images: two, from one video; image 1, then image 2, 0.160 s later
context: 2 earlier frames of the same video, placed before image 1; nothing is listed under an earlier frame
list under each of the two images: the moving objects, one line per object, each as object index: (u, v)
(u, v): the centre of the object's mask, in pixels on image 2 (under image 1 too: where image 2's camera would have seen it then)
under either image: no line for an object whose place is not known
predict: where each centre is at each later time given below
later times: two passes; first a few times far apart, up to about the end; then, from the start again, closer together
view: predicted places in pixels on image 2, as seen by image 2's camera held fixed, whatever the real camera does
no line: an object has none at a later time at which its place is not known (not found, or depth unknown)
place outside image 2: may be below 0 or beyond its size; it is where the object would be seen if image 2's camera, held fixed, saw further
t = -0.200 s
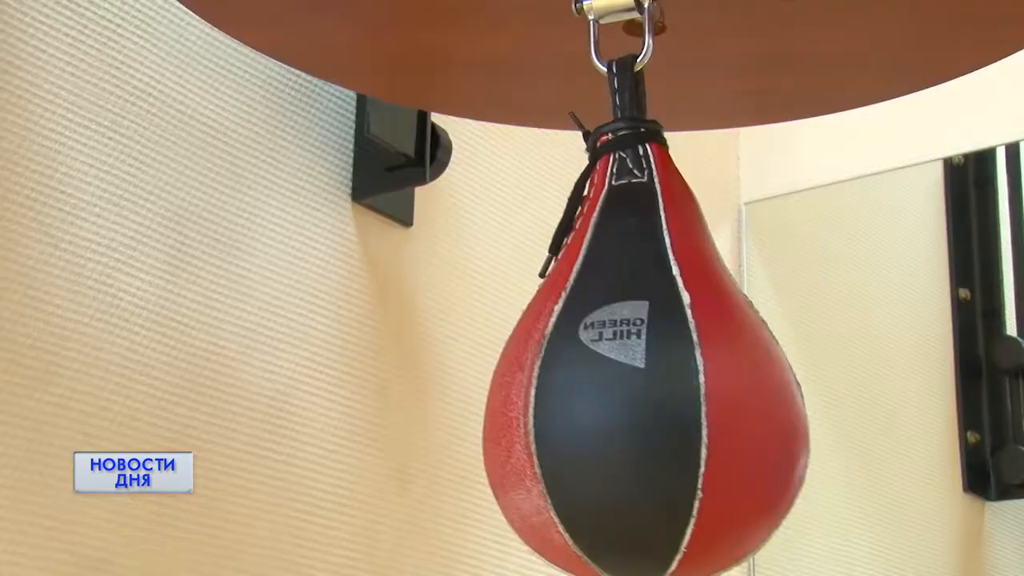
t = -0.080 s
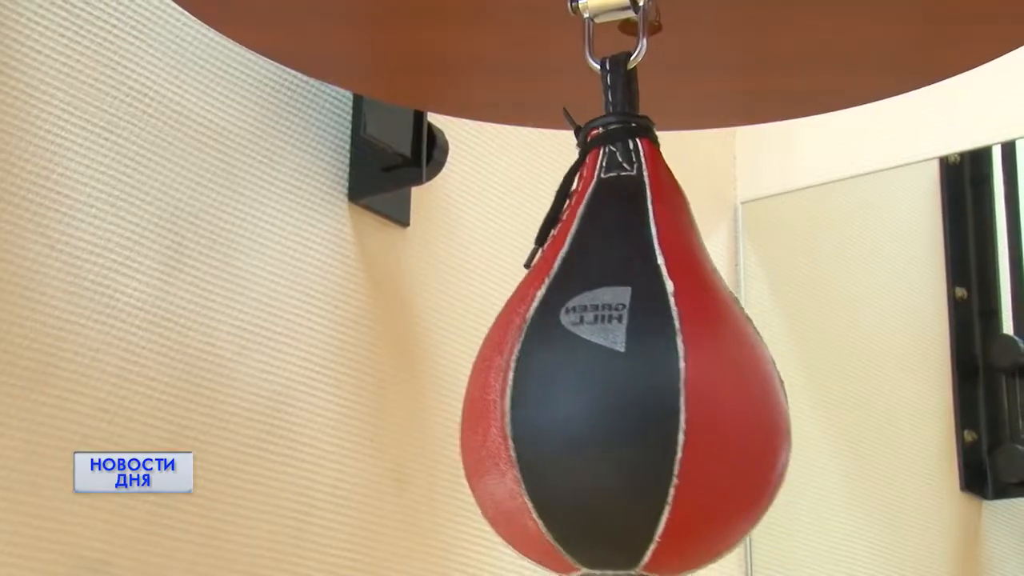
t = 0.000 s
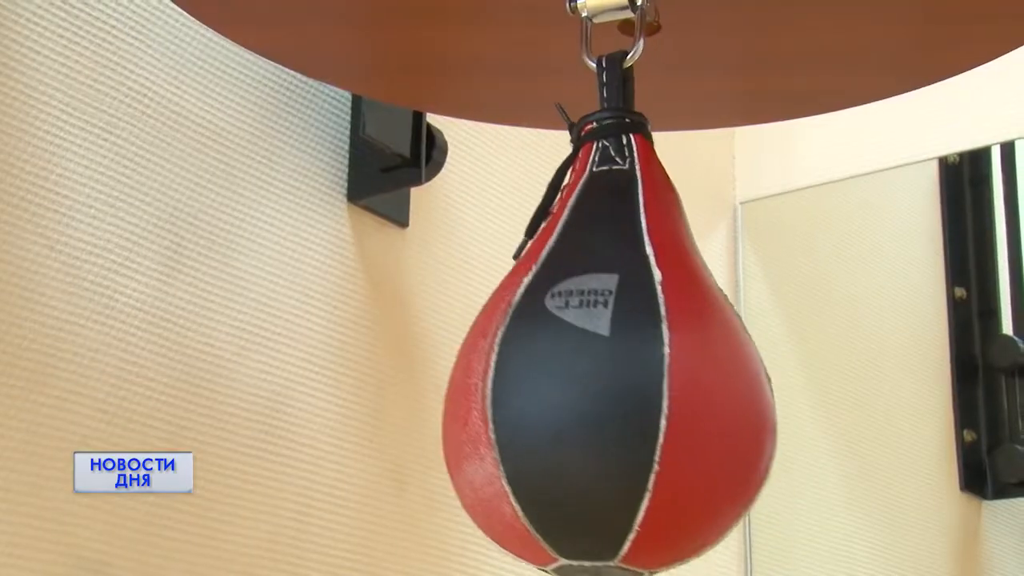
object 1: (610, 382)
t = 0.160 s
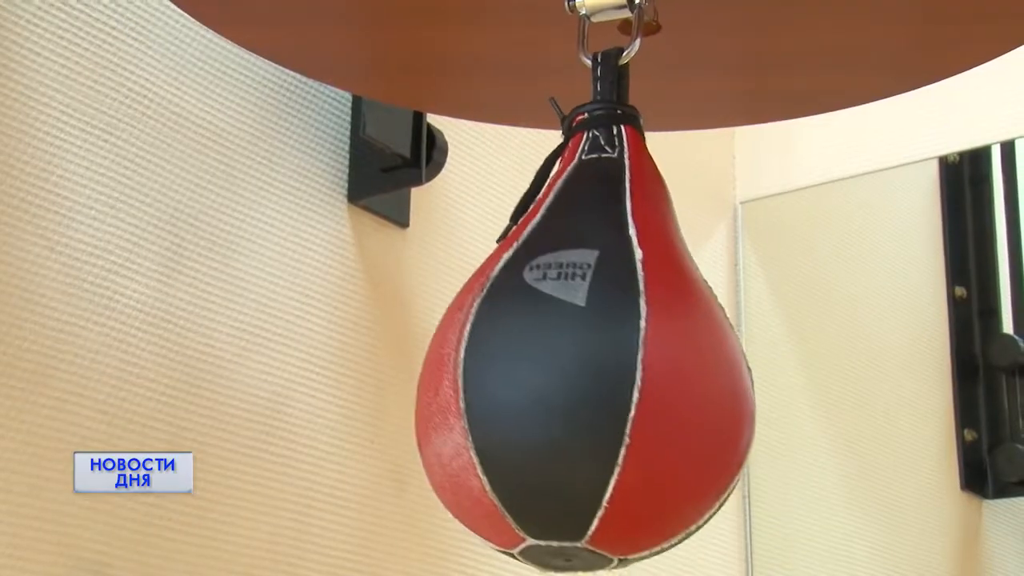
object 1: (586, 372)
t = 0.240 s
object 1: (583, 370)
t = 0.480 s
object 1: (611, 384)
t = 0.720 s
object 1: (643, 389)
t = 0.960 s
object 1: (623, 385)
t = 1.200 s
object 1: (589, 370)
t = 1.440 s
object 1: (604, 377)
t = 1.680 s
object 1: (642, 386)
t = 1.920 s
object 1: (635, 385)
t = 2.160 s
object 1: (596, 373)
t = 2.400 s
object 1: (592, 371)
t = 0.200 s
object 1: (584, 371)
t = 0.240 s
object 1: (583, 370)
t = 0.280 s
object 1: (585, 372)
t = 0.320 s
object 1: (587, 374)
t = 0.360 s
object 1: (591, 377)
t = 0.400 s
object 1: (597, 379)
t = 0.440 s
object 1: (603, 383)
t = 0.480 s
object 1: (611, 384)
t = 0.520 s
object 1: (618, 385)
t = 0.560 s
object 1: (625, 387)
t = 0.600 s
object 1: (631, 387)
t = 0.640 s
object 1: (637, 388)
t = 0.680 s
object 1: (640, 389)
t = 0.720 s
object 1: (643, 389)
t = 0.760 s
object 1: (643, 389)
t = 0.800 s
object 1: (641, 389)
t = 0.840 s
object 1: (639, 389)
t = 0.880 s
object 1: (635, 389)
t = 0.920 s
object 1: (630, 387)
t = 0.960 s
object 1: (623, 385)
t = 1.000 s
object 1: (617, 382)
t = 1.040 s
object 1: (610, 381)
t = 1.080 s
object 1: (603, 378)
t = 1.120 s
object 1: (597, 375)
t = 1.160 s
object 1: (592, 373)
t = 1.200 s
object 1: (589, 370)
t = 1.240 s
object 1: (587, 370)
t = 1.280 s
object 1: (587, 369)
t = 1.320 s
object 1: (589, 370)
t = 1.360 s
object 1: (592, 373)
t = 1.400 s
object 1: (598, 375)
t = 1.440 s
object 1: (604, 377)
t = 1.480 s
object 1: (610, 379)
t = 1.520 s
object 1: (617, 381)
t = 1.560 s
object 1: (625, 383)
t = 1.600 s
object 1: (631, 385)
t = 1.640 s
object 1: (637, 386)
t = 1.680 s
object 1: (642, 386)
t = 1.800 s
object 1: (645, 386)
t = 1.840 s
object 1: (644, 385)
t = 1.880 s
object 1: (640, 385)
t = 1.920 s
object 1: (635, 385)
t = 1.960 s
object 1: (629, 384)
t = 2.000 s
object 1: (623, 382)
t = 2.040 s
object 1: (616, 380)
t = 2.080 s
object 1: (608, 377)
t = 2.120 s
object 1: (602, 376)
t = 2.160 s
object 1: (596, 373)
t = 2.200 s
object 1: (592, 371)
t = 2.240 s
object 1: (588, 369)
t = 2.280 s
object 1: (586, 368)
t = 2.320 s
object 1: (587, 369)
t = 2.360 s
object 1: (589, 370)
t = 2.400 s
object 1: (592, 371)
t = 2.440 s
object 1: (597, 374)
